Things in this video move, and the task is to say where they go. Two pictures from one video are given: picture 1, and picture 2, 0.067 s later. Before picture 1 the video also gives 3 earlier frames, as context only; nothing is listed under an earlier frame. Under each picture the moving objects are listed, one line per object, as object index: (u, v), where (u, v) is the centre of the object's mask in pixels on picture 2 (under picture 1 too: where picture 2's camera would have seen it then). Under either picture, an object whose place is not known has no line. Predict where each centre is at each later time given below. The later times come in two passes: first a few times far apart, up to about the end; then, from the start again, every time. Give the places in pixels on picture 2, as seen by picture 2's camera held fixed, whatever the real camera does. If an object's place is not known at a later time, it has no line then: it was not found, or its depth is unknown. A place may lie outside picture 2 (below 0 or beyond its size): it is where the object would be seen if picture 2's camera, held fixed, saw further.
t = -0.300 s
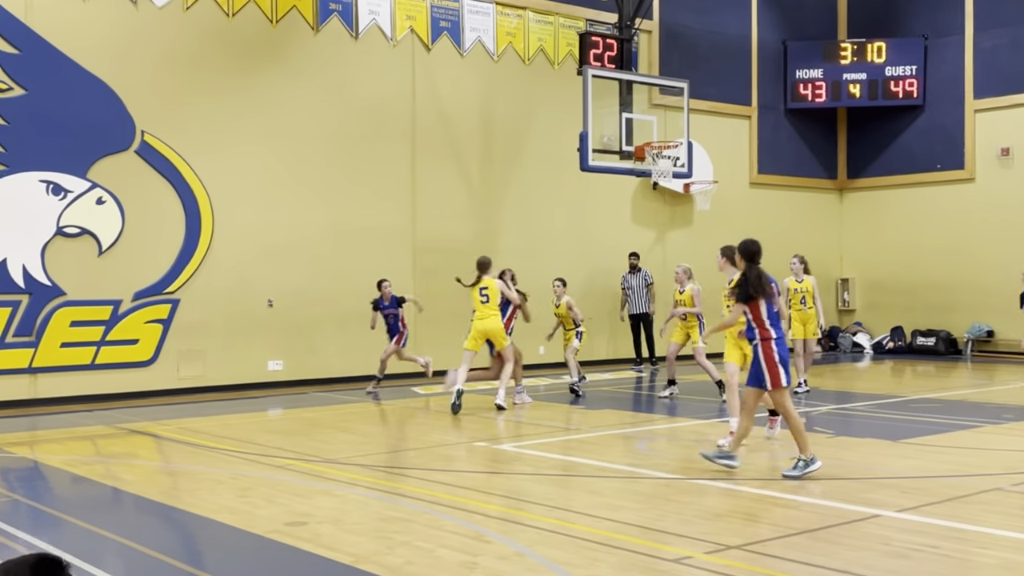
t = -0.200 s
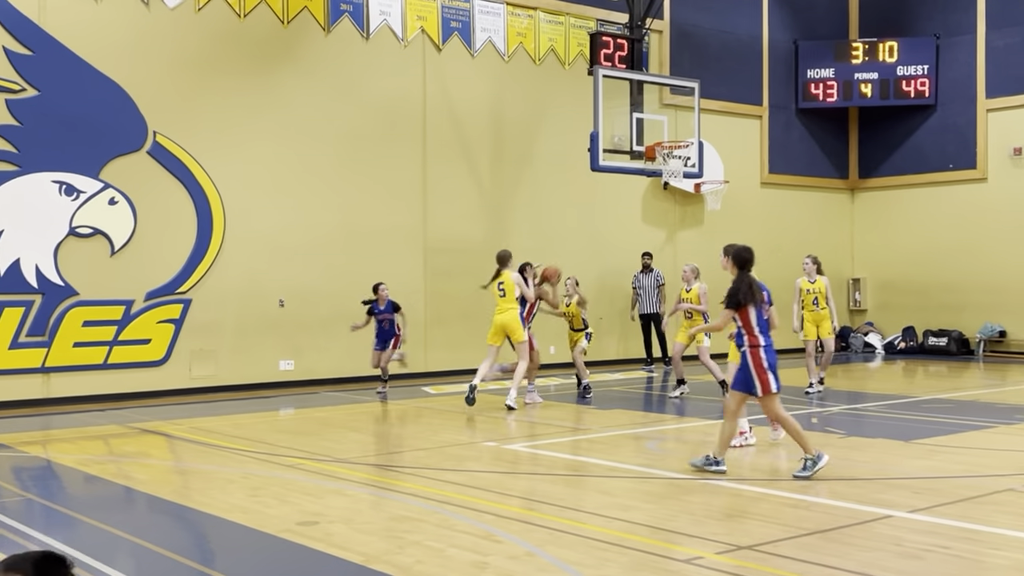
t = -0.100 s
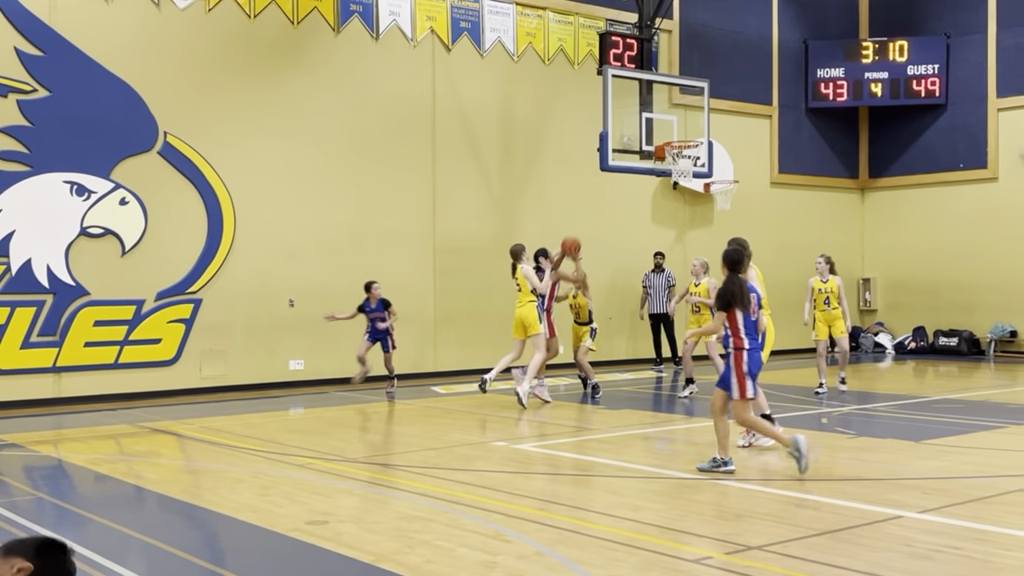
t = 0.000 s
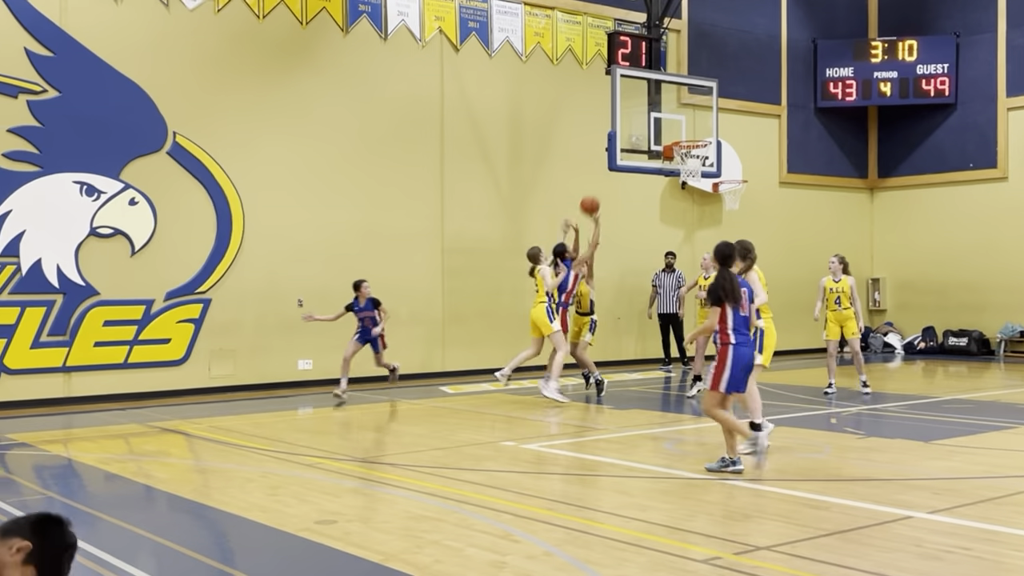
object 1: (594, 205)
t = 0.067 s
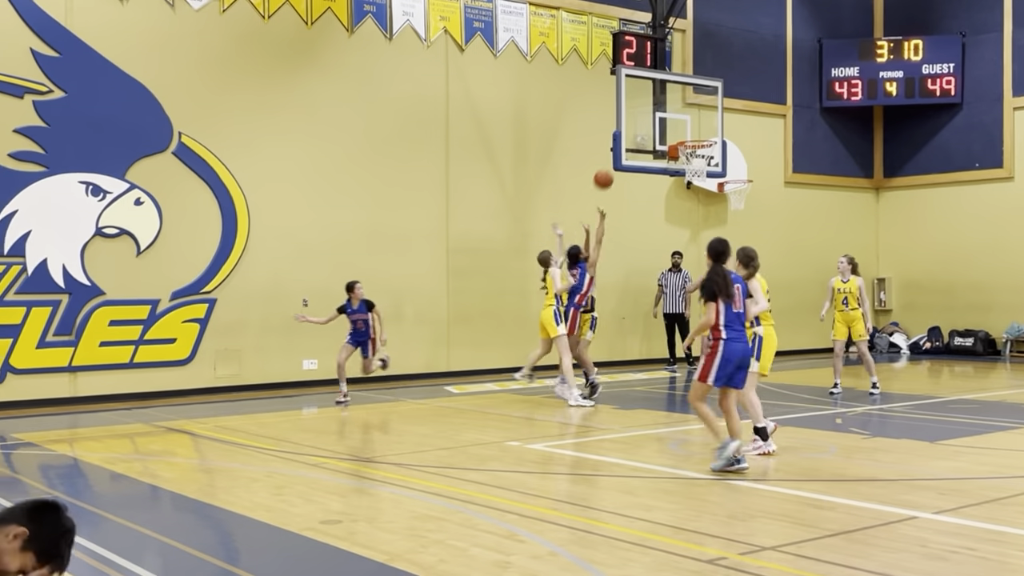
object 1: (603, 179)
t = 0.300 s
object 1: (634, 120)
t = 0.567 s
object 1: (668, 109)
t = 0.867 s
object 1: (686, 123)
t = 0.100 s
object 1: (608, 168)
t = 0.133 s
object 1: (612, 157)
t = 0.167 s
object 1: (616, 147)
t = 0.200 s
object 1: (621, 139)
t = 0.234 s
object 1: (625, 132)
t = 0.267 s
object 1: (630, 125)
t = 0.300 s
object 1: (634, 120)
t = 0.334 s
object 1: (638, 116)
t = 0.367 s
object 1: (643, 112)
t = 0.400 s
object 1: (647, 109)
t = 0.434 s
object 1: (651, 107)
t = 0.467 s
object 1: (656, 107)
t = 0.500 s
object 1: (660, 107)
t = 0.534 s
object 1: (664, 107)
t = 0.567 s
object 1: (668, 109)
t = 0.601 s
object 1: (672, 112)
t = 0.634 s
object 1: (676, 116)
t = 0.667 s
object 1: (680, 120)
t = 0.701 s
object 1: (684, 126)
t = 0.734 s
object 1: (688, 132)
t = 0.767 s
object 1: (688, 130)
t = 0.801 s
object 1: (687, 127)
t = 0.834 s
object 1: (687, 124)
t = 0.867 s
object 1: (686, 123)
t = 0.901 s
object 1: (685, 122)
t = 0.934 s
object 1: (684, 122)
